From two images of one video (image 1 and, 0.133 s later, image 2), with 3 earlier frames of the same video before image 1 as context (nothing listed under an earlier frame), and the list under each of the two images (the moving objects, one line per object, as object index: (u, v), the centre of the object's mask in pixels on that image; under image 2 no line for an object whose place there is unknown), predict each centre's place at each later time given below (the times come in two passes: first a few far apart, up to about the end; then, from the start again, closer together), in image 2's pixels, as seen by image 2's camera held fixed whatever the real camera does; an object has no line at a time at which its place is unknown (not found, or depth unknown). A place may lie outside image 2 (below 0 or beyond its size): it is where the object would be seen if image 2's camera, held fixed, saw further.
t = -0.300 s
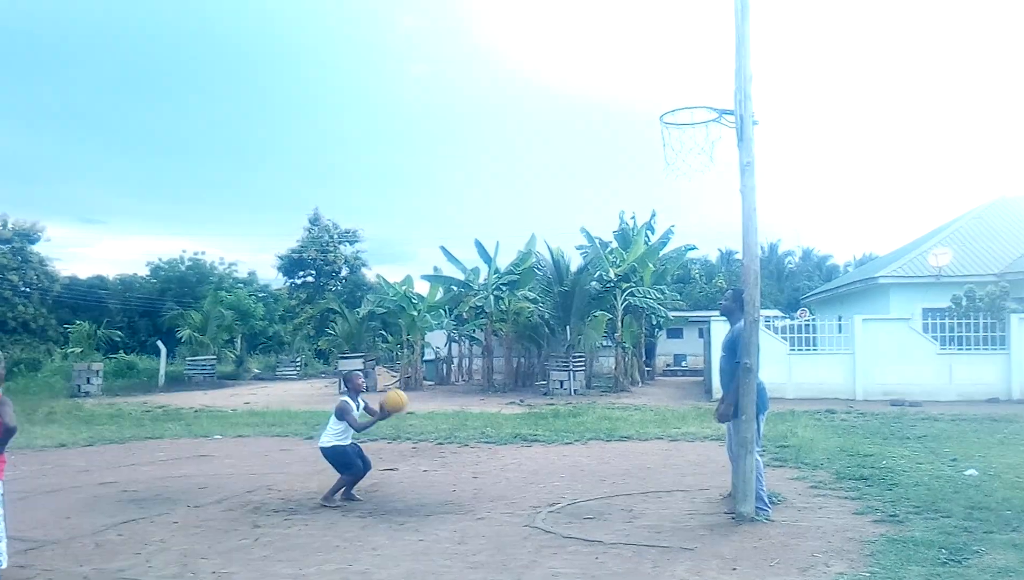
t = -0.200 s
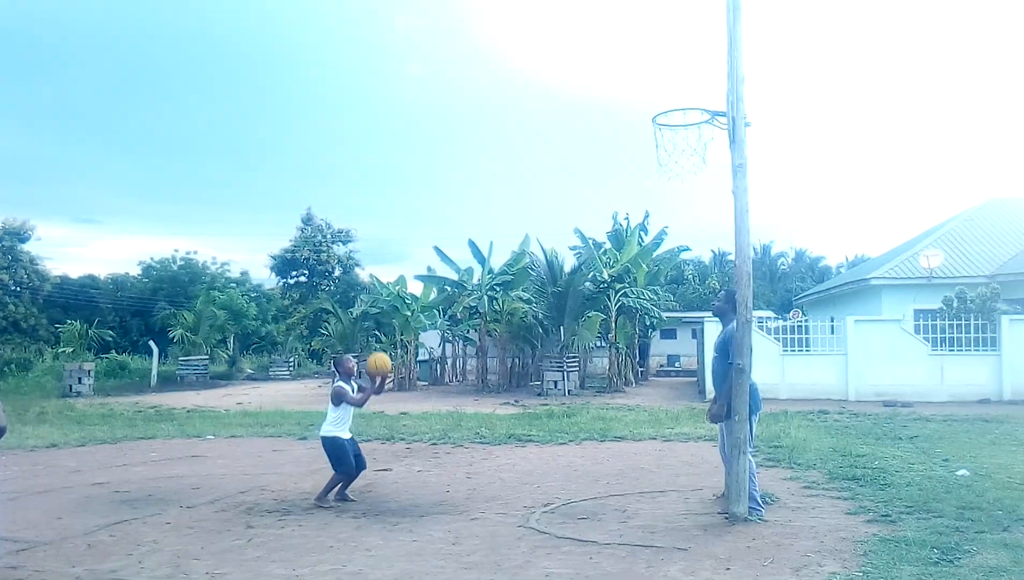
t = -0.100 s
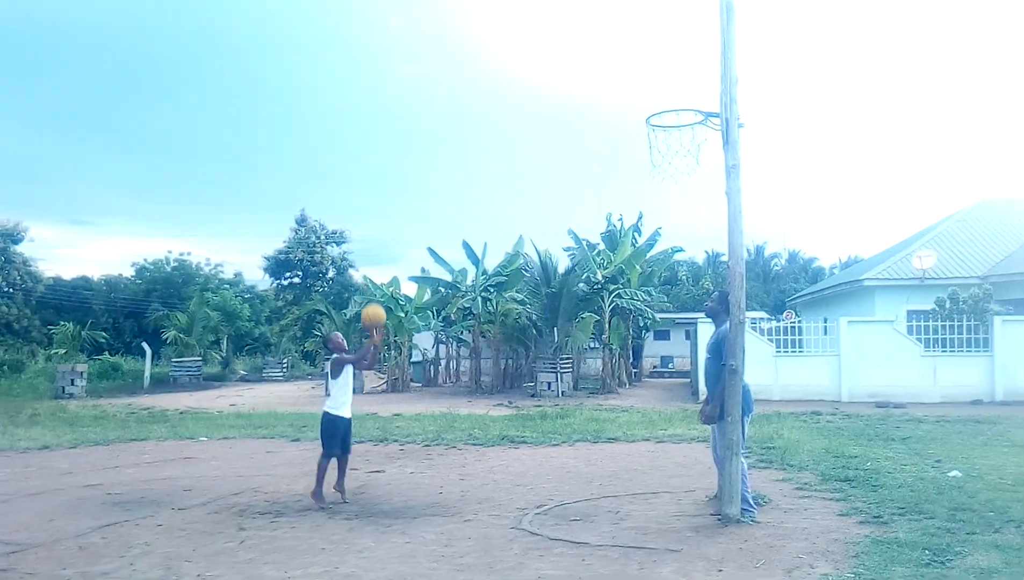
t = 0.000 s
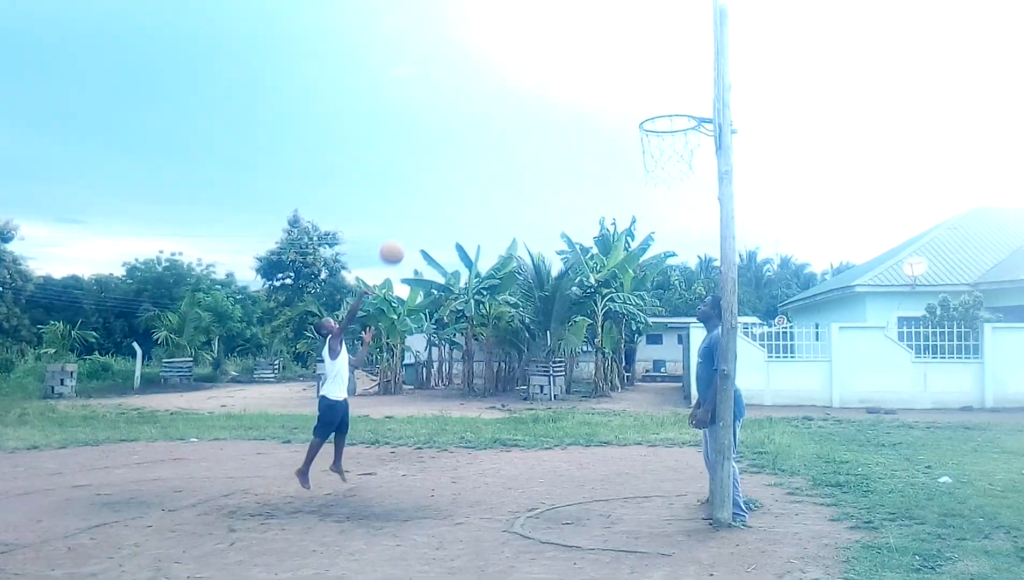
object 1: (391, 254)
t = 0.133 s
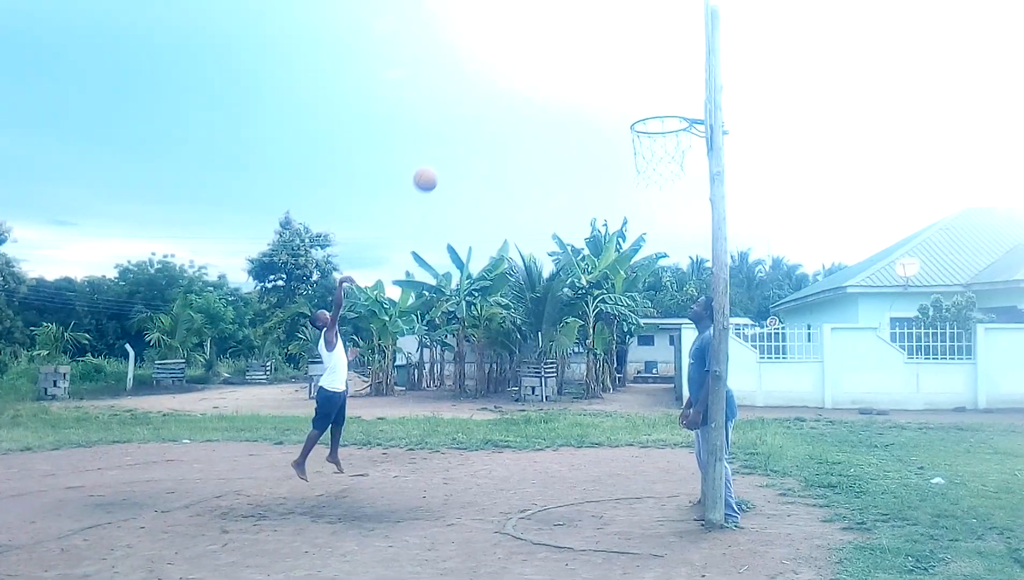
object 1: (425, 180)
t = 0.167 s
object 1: (435, 164)
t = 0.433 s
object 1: (523, 77)
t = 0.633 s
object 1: (593, 62)
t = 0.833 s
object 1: (670, 92)
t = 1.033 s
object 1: (664, 91)
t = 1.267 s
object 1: (614, 120)
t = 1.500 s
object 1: (557, 237)
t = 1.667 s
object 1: (523, 353)
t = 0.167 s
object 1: (435, 164)
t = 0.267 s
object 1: (467, 123)
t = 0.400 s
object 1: (512, 84)
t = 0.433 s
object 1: (523, 77)
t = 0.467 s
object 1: (534, 71)
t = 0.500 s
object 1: (546, 67)
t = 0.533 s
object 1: (558, 64)
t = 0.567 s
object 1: (569, 62)
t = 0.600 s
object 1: (581, 61)
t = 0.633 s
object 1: (593, 62)
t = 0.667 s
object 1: (605, 64)
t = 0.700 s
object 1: (619, 67)
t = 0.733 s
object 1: (632, 71)
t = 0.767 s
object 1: (644, 77)
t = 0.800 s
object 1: (657, 84)
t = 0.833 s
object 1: (670, 92)
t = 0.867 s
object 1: (683, 102)
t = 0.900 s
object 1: (691, 102)
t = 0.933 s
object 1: (685, 97)
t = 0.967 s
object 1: (678, 94)
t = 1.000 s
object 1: (671, 92)
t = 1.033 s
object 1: (664, 91)
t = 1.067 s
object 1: (657, 91)
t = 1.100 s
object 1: (649, 92)
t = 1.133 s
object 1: (642, 95)
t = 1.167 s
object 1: (635, 99)
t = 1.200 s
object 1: (628, 105)
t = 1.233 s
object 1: (621, 112)
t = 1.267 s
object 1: (614, 120)
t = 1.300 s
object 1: (607, 129)
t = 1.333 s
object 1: (599, 141)
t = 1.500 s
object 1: (557, 237)
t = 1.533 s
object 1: (551, 257)
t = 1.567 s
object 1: (544, 280)
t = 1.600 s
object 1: (537, 303)
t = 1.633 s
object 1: (530, 327)
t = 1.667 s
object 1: (523, 353)
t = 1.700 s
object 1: (517, 381)
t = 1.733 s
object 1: (510, 410)
